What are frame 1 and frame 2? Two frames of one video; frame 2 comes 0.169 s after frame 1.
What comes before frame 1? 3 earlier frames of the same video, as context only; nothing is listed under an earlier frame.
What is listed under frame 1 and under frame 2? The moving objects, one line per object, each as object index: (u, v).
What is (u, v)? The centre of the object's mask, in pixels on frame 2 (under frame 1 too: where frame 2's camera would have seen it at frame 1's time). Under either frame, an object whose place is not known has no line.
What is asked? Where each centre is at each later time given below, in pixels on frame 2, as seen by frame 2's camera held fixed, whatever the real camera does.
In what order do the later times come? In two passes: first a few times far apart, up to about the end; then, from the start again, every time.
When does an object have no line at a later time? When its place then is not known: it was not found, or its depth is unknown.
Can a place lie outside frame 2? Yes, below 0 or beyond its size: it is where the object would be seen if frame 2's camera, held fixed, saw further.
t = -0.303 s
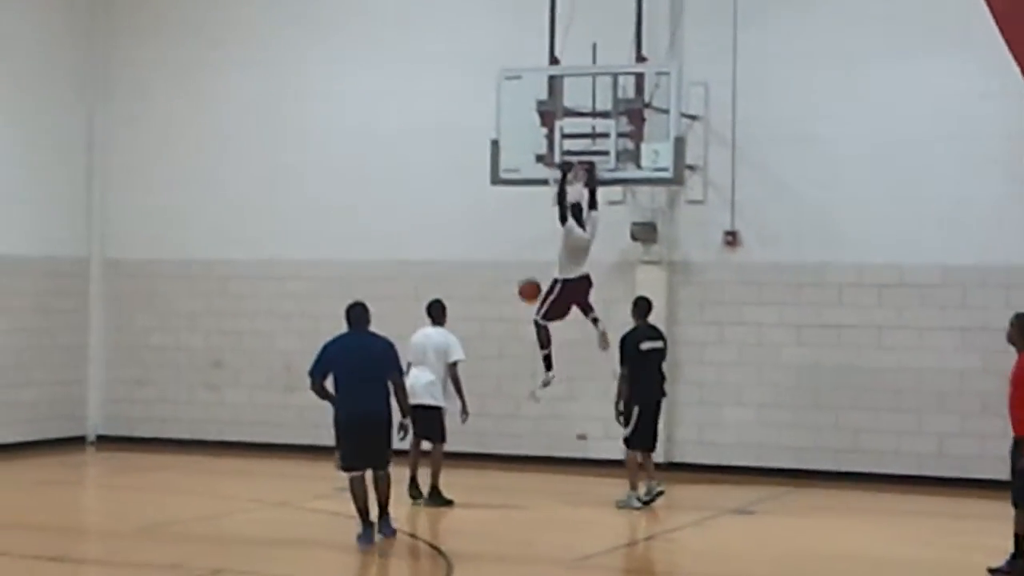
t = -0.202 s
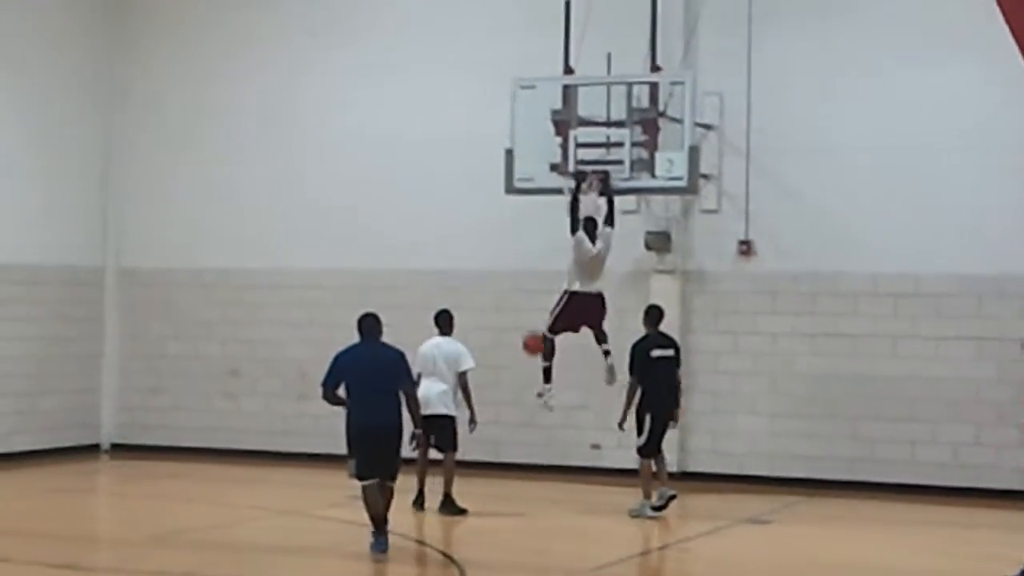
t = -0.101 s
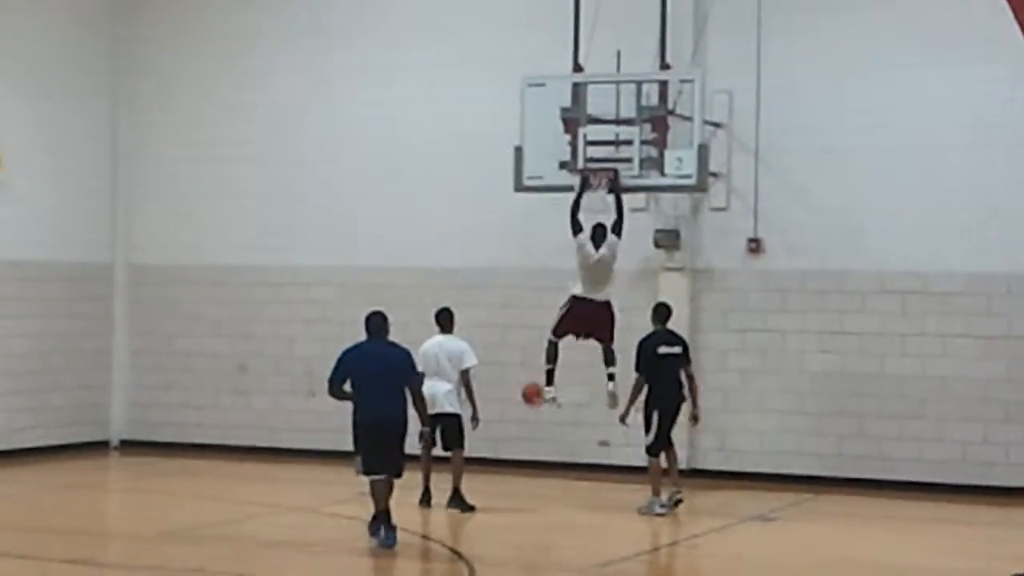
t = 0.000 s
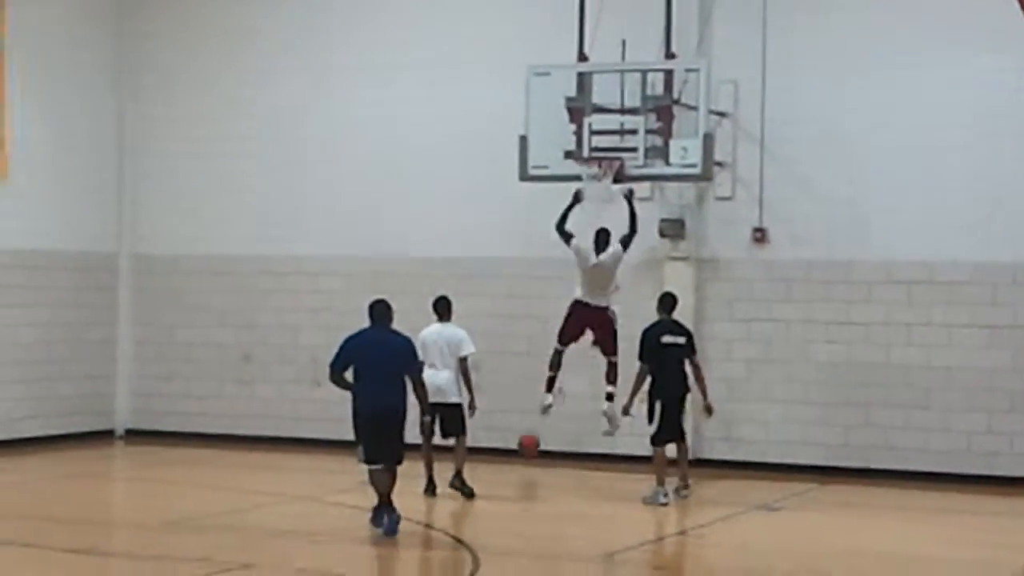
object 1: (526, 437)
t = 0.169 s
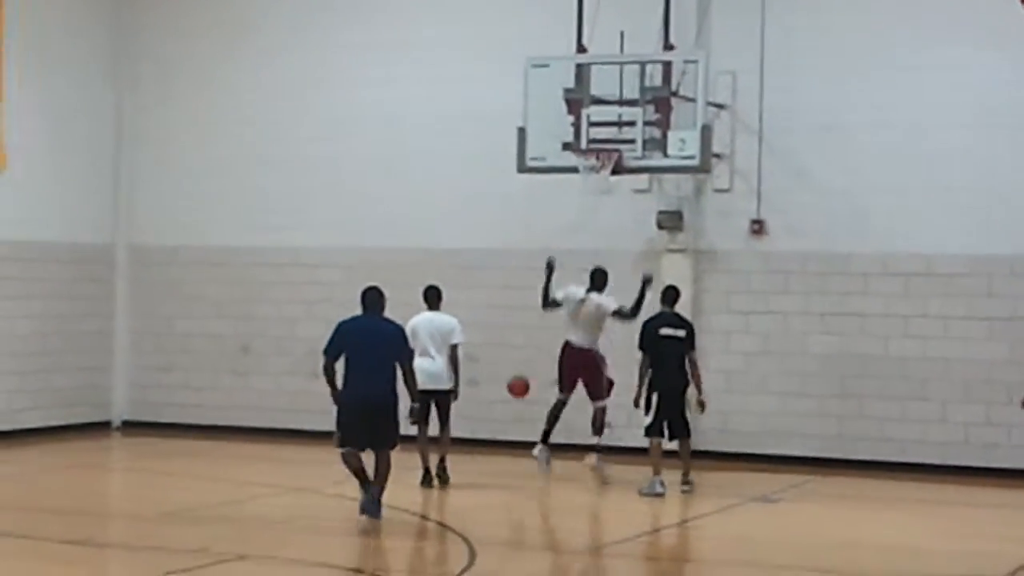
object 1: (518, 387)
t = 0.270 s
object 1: (515, 353)
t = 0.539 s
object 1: (504, 311)
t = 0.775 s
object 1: (492, 326)
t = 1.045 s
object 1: (466, 382)
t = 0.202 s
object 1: (517, 374)
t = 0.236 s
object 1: (516, 363)
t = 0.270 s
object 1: (515, 353)
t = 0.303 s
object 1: (514, 344)
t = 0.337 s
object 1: (513, 336)
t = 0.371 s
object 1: (510, 329)
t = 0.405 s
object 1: (509, 323)
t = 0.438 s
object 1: (508, 319)
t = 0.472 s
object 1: (506, 315)
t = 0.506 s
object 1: (505, 313)
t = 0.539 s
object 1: (504, 311)
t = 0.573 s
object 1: (502, 311)
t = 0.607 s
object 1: (501, 312)
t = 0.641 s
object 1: (499, 313)
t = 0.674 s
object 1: (498, 315)
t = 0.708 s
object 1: (497, 318)
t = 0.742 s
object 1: (495, 323)
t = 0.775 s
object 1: (492, 326)
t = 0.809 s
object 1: (489, 330)
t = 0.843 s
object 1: (485, 334)
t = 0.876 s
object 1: (483, 339)
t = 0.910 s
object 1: (480, 346)
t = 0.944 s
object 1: (477, 353)
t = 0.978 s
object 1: (473, 361)
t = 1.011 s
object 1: (470, 371)
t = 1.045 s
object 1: (466, 382)
